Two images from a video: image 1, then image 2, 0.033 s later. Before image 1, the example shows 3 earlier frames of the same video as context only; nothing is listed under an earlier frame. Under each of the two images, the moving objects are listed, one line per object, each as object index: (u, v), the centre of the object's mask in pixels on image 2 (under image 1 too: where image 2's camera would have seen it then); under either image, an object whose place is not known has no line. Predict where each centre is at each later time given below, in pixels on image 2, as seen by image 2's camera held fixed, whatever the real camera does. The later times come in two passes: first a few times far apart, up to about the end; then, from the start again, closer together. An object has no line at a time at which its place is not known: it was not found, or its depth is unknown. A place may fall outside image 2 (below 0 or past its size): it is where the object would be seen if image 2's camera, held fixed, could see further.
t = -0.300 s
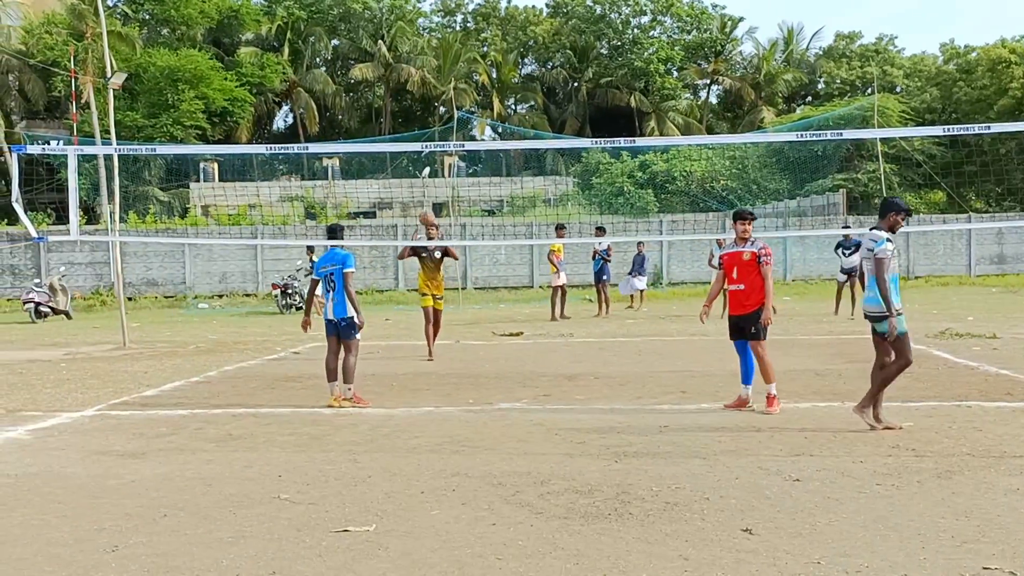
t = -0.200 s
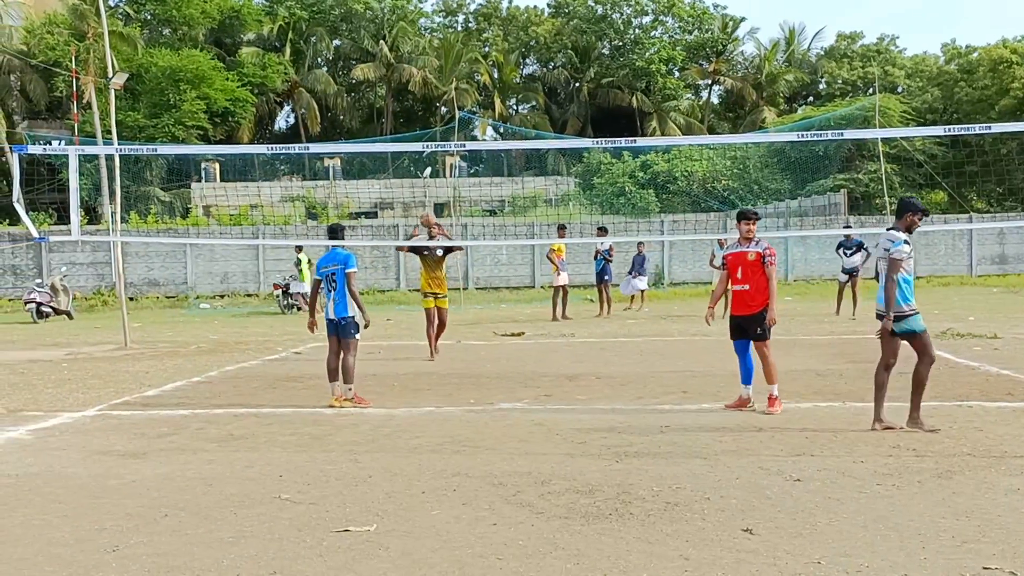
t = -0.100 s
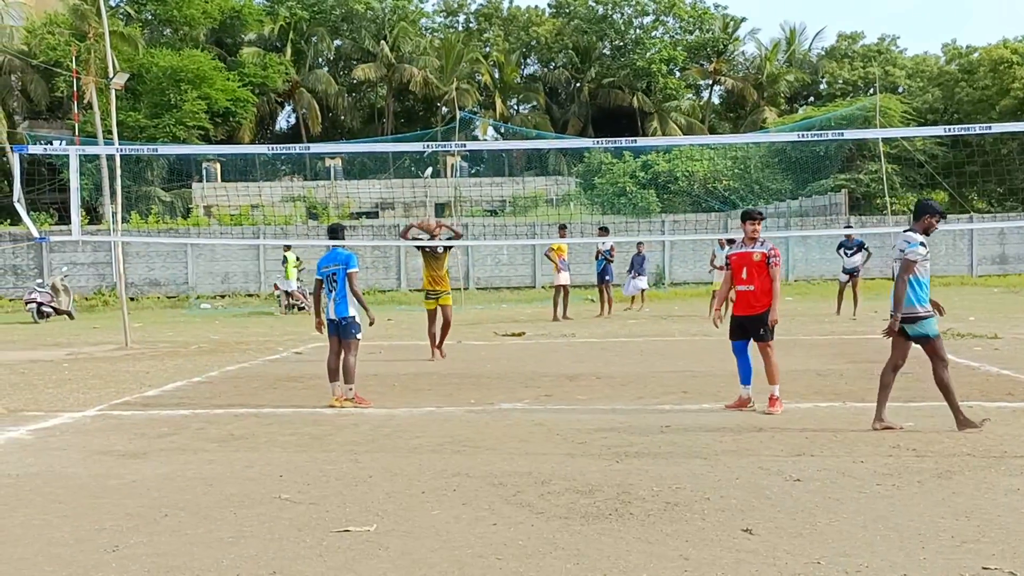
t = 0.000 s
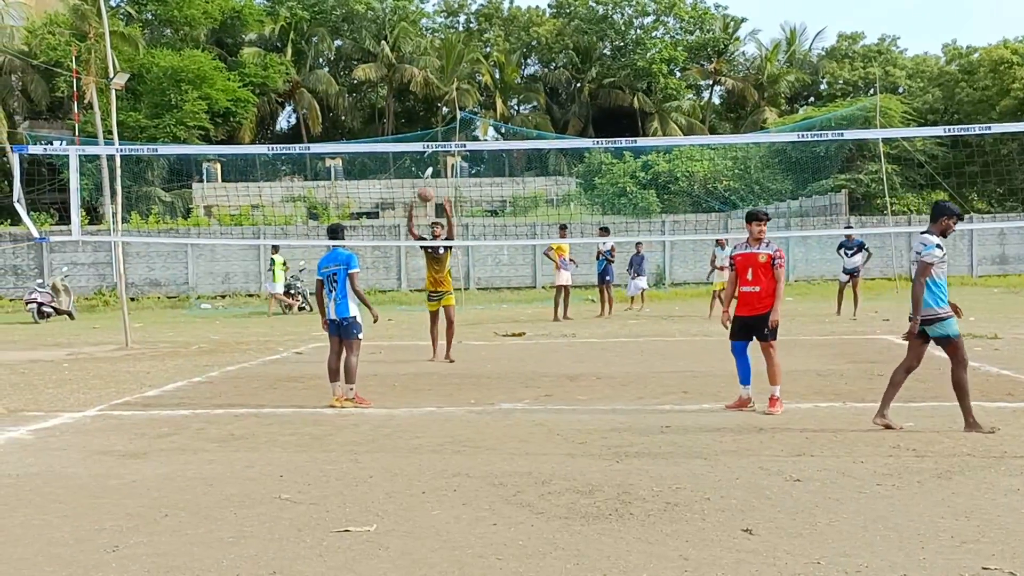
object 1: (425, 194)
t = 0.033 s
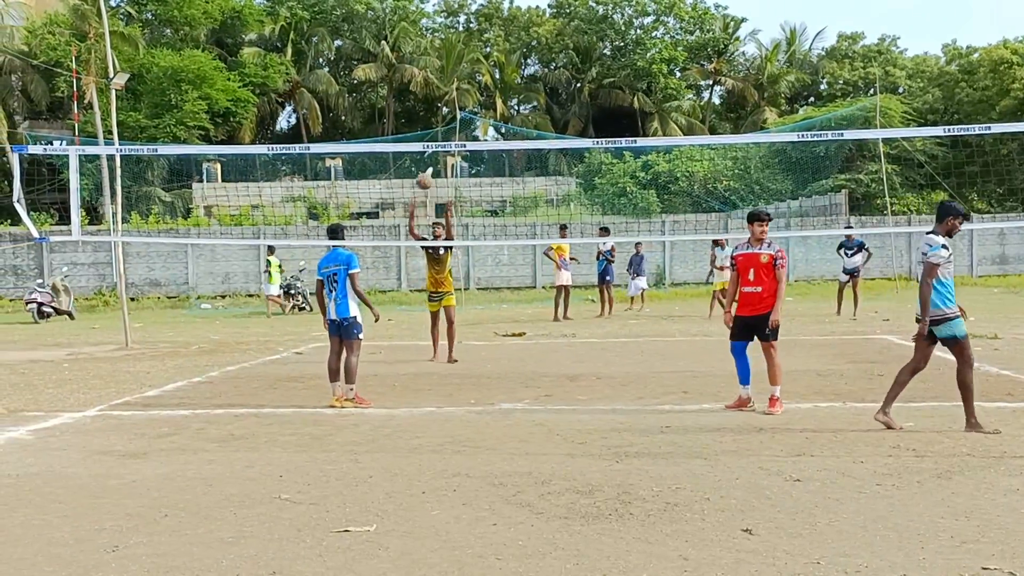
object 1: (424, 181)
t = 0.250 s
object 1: (415, 116)
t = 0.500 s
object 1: (407, 84)
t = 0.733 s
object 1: (400, 101)
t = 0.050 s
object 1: (424, 175)
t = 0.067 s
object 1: (423, 170)
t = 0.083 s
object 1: (422, 163)
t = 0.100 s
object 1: (421, 159)
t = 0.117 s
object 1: (421, 156)
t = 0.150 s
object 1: (419, 138)
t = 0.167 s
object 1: (419, 136)
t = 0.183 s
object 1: (418, 133)
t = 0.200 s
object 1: (417, 128)
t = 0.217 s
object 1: (417, 124)
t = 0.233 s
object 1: (416, 120)
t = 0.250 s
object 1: (415, 116)
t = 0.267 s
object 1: (415, 112)
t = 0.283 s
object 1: (414, 109)
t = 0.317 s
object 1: (413, 103)
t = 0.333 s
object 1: (412, 100)
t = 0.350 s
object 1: (412, 97)
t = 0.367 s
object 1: (411, 94)
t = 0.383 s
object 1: (411, 92)
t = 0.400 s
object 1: (410, 90)
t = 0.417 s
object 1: (409, 89)
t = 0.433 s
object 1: (409, 87)
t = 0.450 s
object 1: (409, 85)
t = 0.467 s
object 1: (408, 85)
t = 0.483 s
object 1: (407, 84)
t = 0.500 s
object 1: (407, 84)
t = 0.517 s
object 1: (406, 83)
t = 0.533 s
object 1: (406, 83)
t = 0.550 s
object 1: (406, 83)
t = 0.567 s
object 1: (405, 84)
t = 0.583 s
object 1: (404, 84)
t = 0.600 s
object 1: (404, 85)
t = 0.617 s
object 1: (403, 86)
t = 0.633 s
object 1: (403, 87)
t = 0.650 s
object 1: (402, 89)
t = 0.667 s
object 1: (402, 91)
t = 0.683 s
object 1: (401, 93)
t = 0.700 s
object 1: (401, 95)
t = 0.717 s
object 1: (401, 98)
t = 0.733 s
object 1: (400, 101)
